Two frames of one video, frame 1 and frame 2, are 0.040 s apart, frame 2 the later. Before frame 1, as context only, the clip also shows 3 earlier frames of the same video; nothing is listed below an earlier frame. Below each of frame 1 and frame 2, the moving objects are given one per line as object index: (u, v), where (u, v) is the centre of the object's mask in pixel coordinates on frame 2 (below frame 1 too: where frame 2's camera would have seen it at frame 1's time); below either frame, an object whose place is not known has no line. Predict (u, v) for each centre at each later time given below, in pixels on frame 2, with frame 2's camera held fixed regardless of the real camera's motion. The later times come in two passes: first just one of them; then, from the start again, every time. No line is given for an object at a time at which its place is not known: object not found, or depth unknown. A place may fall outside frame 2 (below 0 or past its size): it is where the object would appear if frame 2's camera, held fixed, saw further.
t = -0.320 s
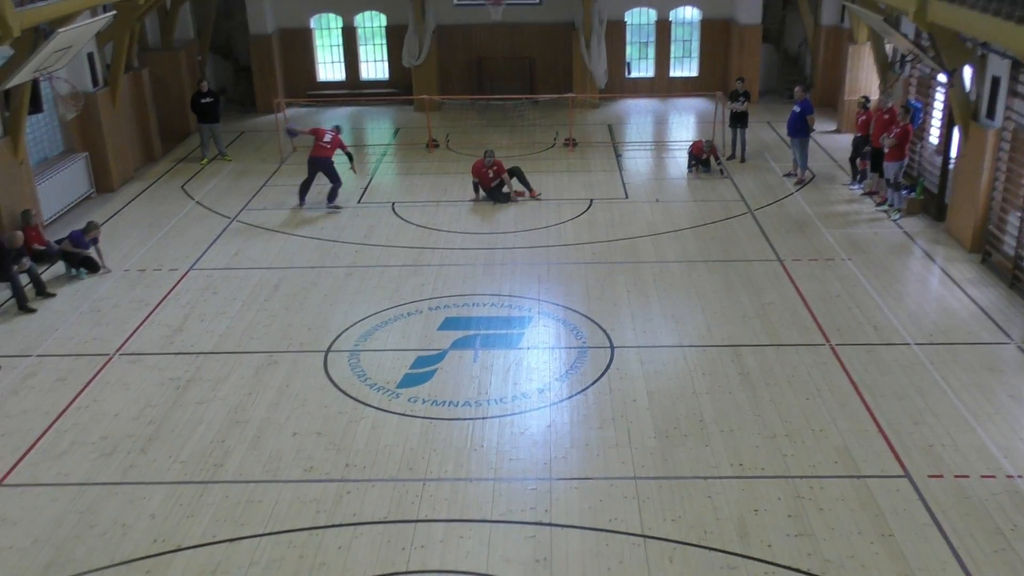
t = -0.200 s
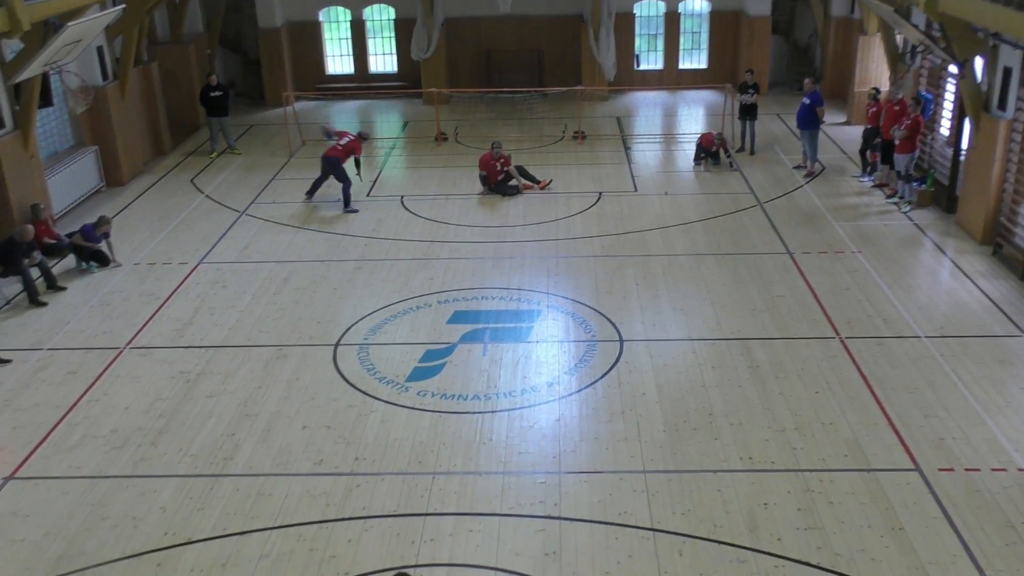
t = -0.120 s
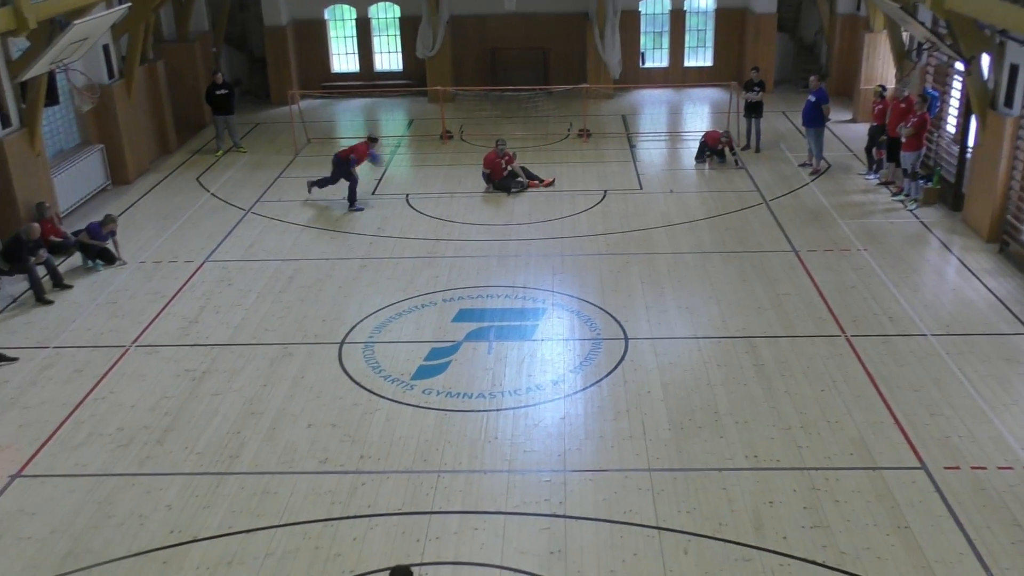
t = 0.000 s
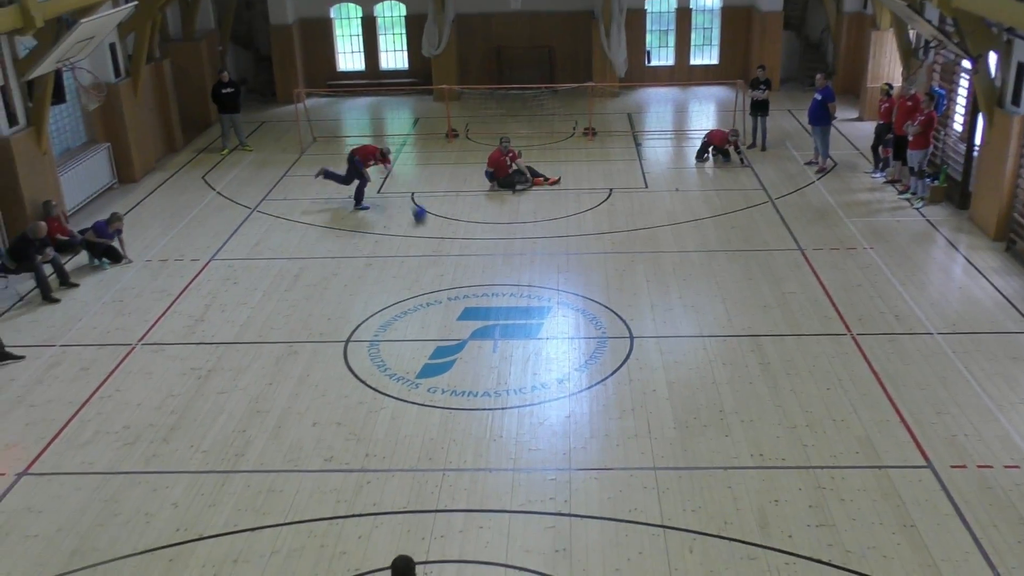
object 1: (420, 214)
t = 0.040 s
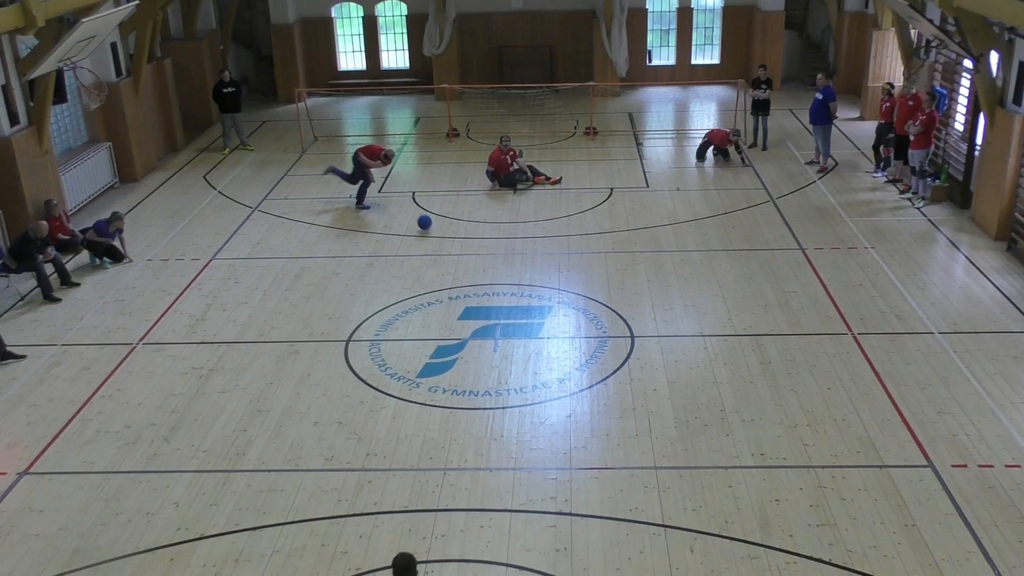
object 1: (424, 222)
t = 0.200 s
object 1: (438, 254)
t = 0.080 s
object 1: (427, 228)
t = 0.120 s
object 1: (431, 235)
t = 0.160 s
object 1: (434, 244)
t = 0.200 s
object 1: (438, 254)
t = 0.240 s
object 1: (442, 266)
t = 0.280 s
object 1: (447, 279)
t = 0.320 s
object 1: (452, 296)
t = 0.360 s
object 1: (457, 315)
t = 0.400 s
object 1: (463, 336)
